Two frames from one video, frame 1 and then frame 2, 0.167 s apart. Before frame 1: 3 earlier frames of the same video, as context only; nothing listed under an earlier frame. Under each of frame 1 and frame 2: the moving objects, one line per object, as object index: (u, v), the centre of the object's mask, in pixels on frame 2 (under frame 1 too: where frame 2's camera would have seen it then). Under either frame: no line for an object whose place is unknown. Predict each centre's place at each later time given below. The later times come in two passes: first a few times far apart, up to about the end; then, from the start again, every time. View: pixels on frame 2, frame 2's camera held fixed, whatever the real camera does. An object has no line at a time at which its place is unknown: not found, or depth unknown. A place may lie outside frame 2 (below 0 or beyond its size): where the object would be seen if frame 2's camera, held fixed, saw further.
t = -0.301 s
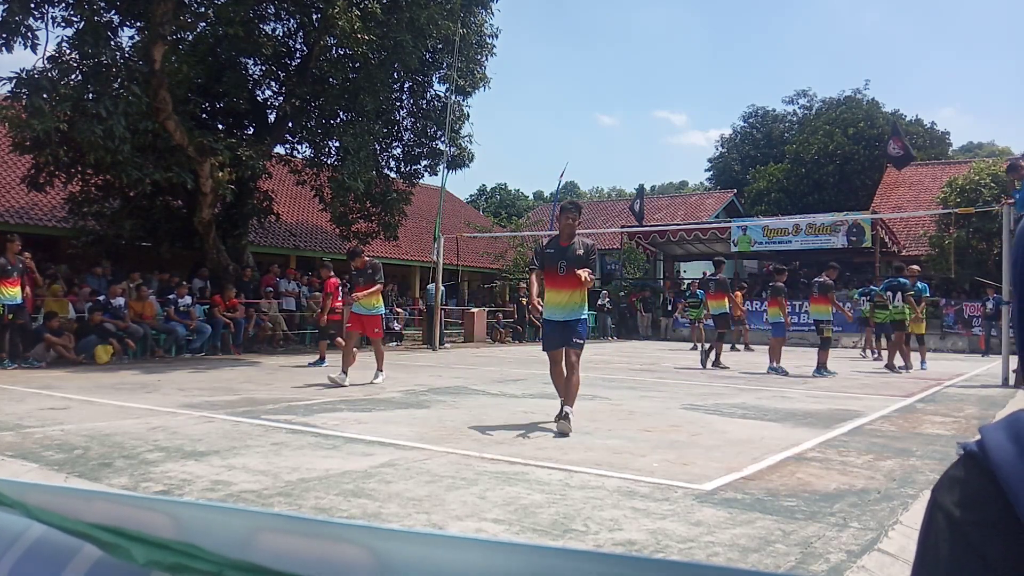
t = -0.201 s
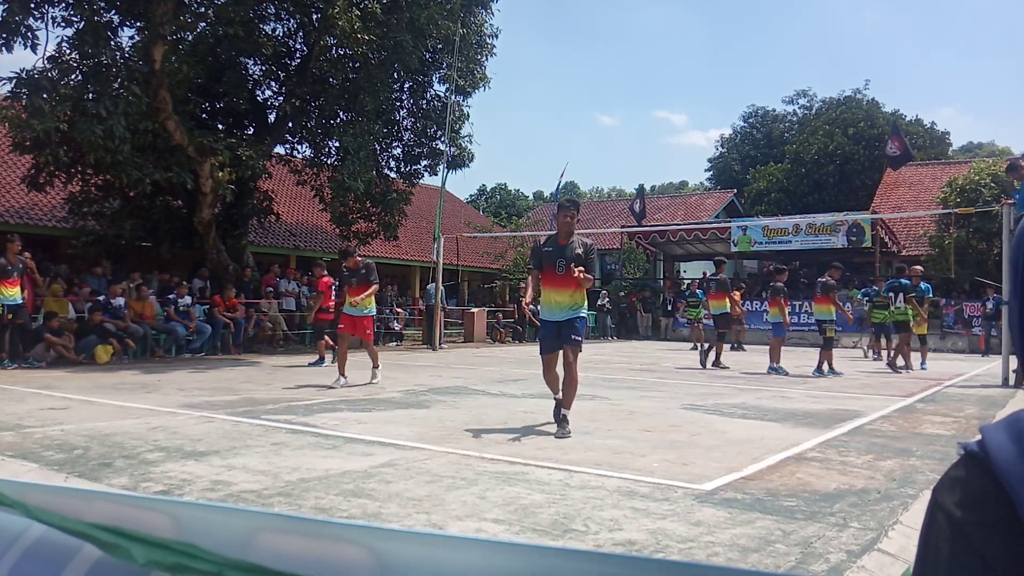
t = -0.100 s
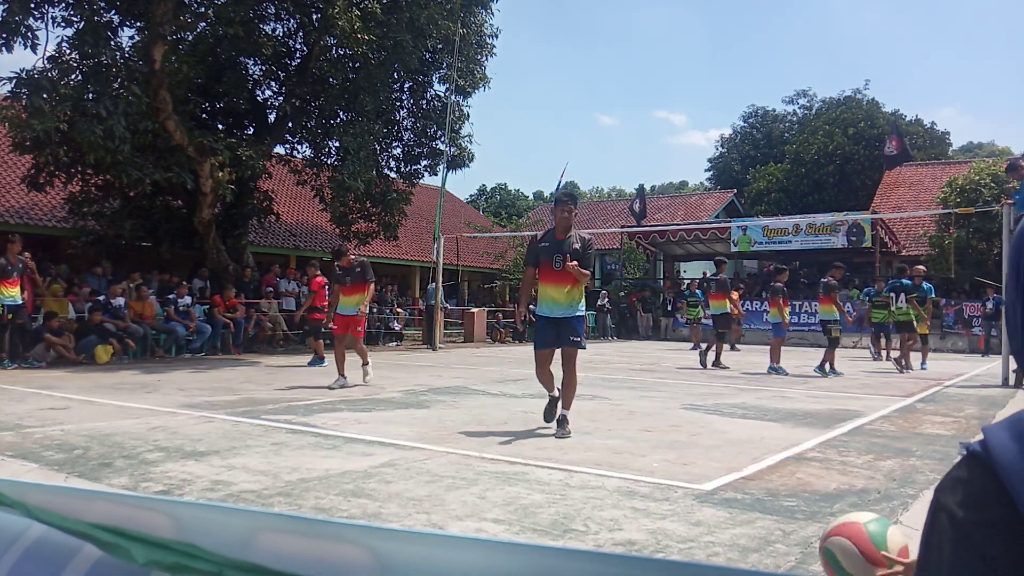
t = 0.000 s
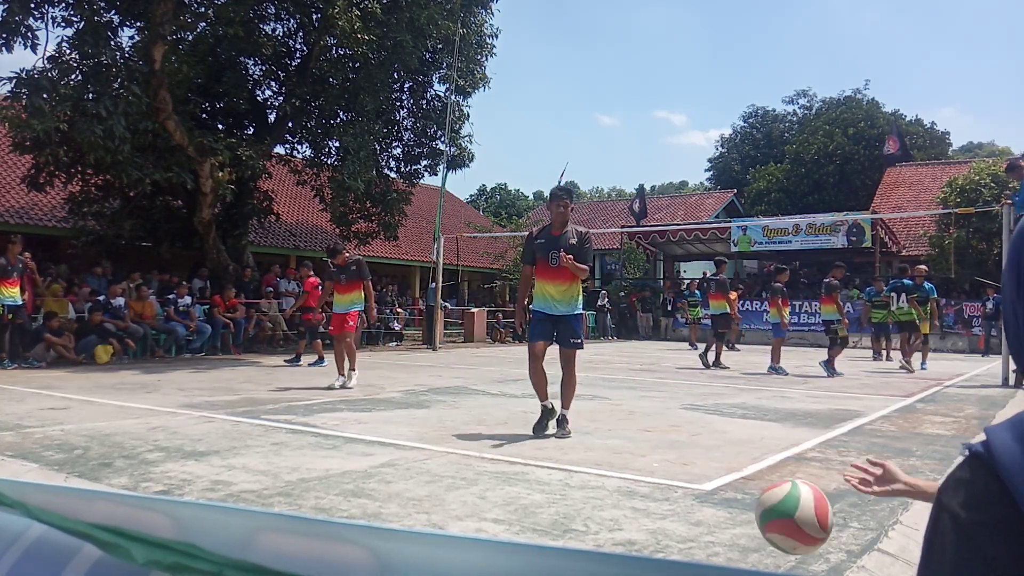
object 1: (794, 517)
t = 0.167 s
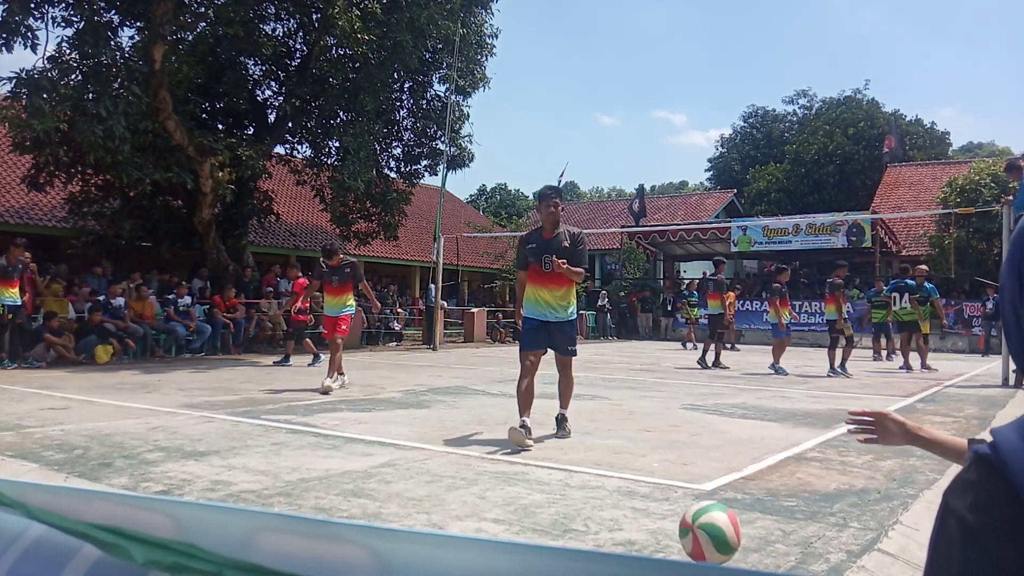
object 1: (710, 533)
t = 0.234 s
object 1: (688, 511)
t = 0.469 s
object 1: (631, 459)
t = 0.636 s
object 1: (599, 466)
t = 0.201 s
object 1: (698, 531)
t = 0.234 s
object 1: (688, 511)
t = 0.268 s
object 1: (679, 494)
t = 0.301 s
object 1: (670, 480)
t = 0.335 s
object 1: (662, 471)
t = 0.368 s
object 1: (654, 464)
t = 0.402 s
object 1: (646, 460)
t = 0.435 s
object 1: (638, 458)
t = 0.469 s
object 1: (631, 459)
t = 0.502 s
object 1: (624, 463)
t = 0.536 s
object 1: (618, 470)
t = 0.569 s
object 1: (611, 478)
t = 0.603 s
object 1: (605, 480)
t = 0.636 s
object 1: (599, 466)
